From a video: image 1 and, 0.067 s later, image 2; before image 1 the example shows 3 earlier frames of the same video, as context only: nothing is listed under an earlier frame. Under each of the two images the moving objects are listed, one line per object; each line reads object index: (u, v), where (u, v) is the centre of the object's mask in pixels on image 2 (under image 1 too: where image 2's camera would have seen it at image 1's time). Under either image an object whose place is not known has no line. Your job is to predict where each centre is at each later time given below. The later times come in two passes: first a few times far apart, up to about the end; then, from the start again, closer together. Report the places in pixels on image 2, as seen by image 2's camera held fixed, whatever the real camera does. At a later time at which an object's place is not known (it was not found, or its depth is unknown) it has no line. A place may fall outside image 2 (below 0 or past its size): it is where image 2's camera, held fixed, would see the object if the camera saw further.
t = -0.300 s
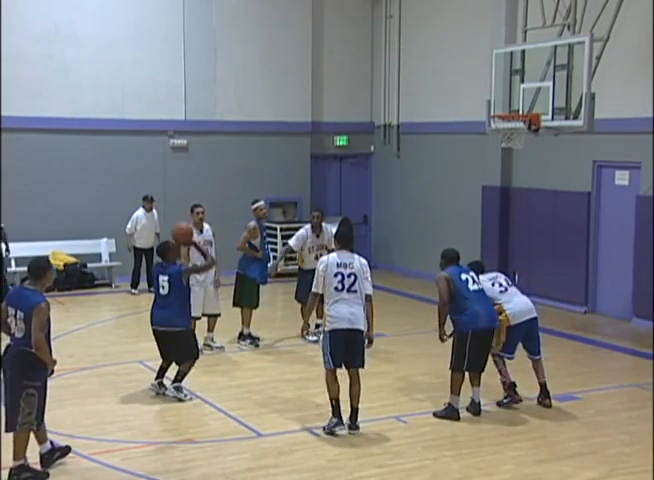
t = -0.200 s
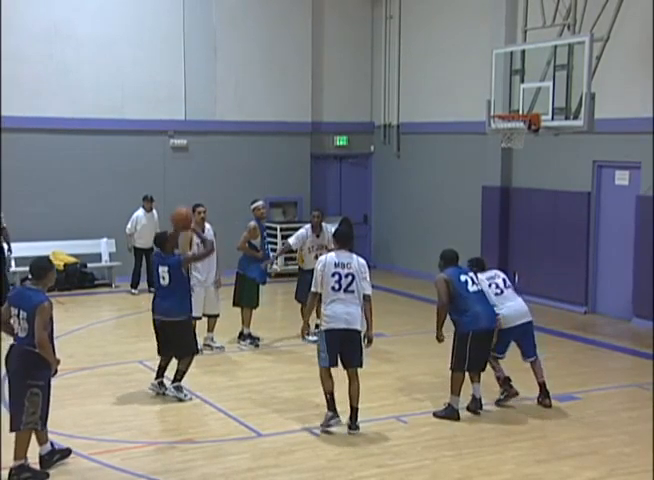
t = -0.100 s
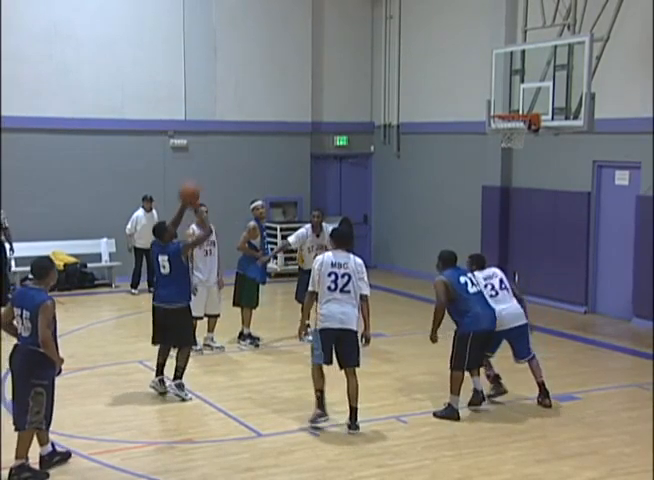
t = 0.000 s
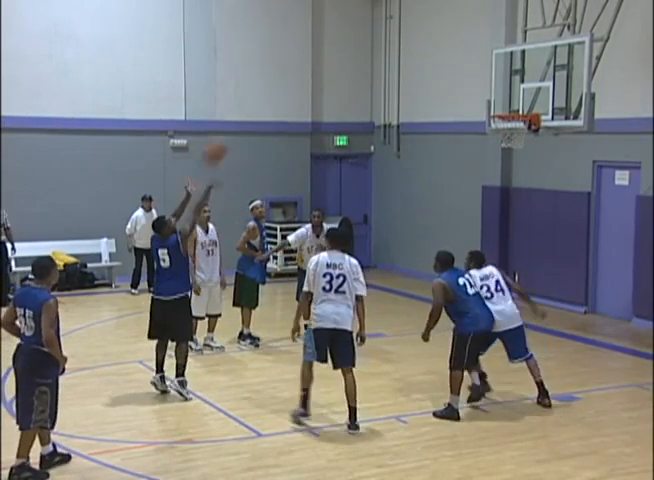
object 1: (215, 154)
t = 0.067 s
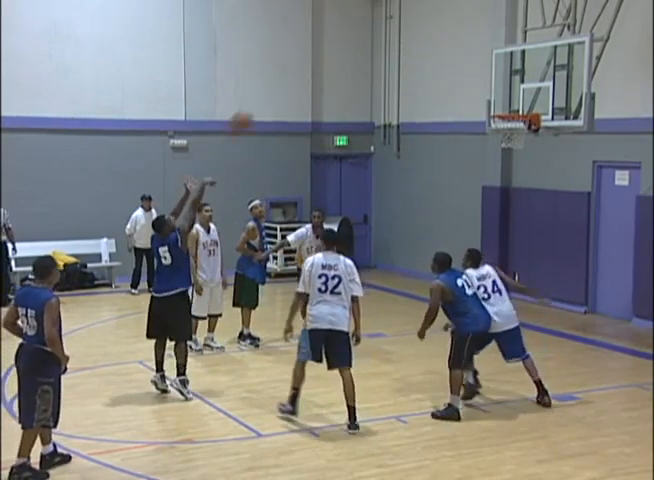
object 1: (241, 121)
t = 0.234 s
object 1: (299, 71)
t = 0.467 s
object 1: (377, 38)
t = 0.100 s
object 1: (252, 109)
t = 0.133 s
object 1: (264, 98)
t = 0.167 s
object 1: (276, 89)
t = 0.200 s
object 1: (288, 79)
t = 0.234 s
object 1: (299, 71)
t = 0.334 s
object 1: (335, 50)
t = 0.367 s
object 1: (346, 45)
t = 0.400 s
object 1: (357, 42)
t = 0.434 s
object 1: (366, 40)
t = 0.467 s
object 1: (377, 38)
